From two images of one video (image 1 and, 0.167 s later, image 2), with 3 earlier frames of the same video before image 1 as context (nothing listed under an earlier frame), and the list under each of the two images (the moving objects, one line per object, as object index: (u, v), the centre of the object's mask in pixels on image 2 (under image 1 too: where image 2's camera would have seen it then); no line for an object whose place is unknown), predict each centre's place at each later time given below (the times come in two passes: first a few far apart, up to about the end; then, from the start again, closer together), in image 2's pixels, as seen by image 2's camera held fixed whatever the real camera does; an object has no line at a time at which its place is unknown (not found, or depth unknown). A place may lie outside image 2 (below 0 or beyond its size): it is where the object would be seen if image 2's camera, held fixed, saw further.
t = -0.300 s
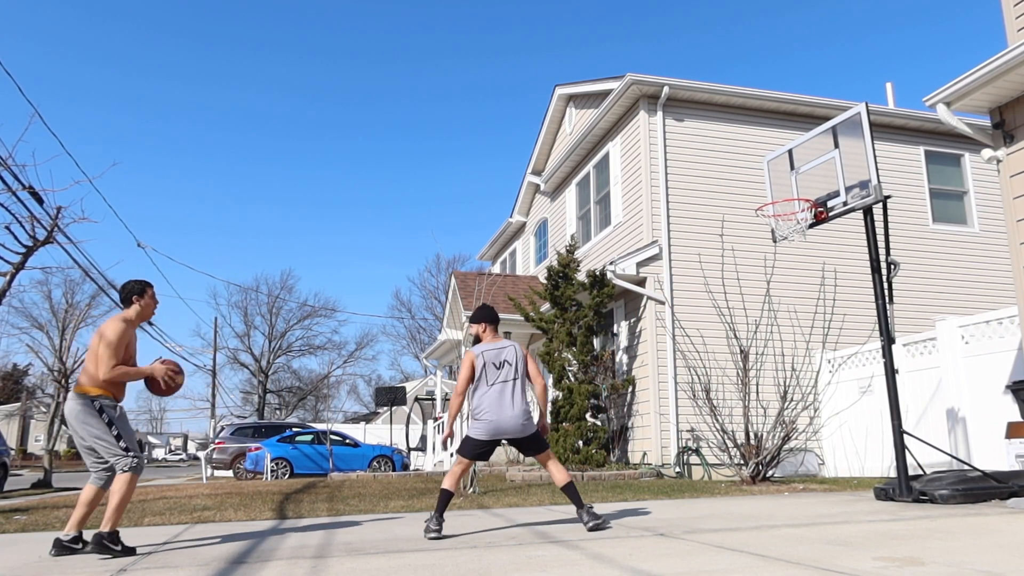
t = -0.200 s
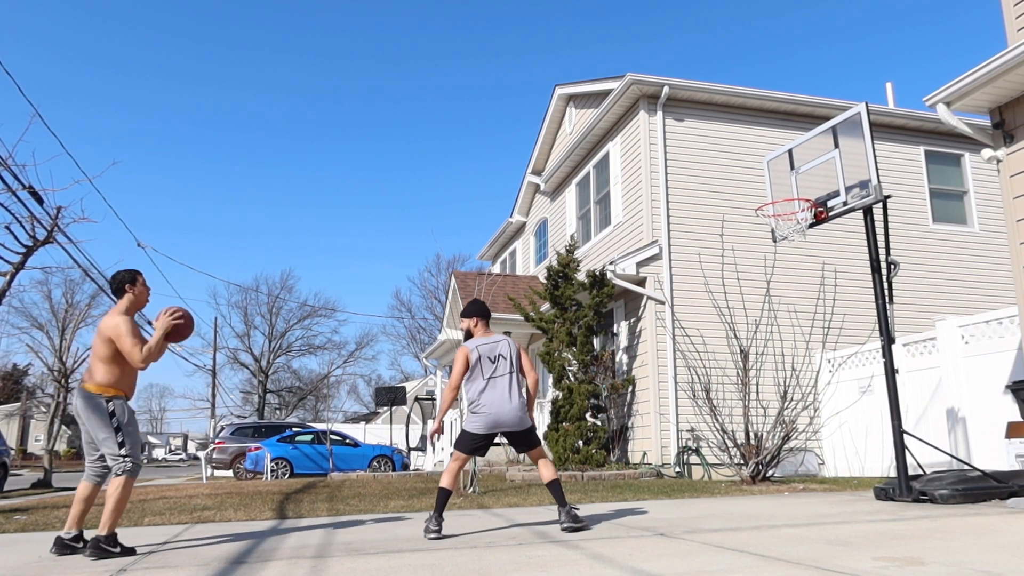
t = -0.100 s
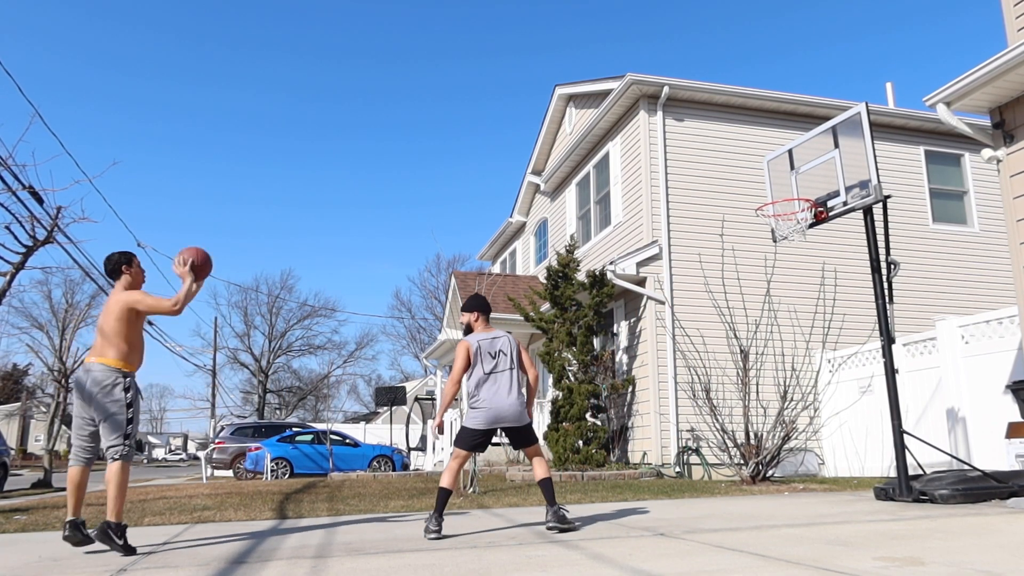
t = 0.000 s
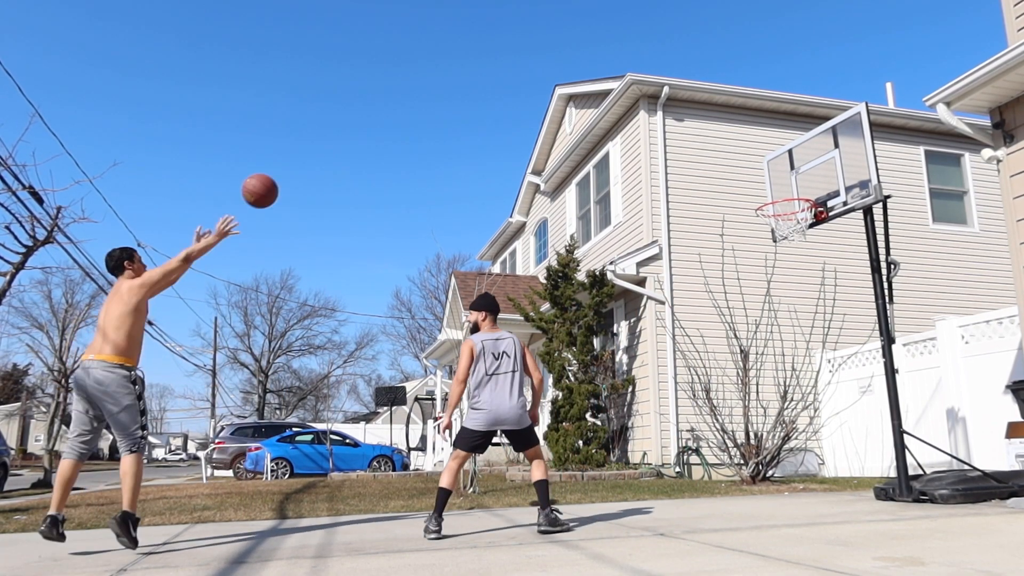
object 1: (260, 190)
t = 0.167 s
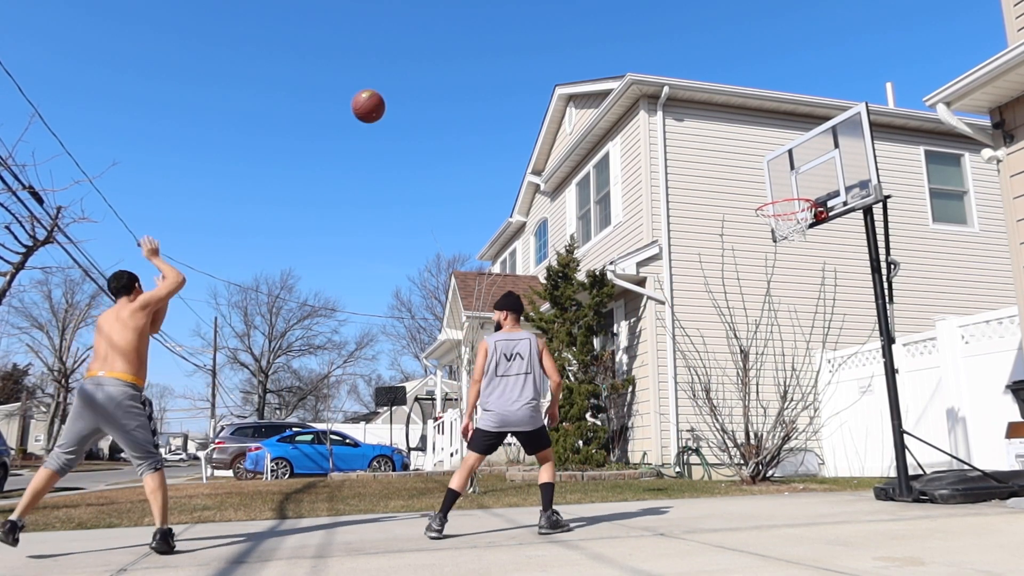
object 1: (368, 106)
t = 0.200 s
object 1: (388, 94)
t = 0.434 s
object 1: (519, 53)
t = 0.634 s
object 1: (620, 68)
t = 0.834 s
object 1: (718, 127)
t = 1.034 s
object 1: (802, 200)
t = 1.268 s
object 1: (888, 280)
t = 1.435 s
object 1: (981, 421)
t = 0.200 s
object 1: (388, 94)
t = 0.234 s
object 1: (408, 84)
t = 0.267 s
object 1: (427, 75)
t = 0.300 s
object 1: (446, 68)
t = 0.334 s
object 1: (464, 63)
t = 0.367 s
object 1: (483, 58)
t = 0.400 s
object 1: (501, 55)
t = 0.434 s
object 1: (519, 53)
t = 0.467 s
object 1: (536, 53)
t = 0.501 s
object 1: (553, 54)
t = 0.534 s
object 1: (570, 56)
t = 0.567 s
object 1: (587, 59)
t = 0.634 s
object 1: (620, 68)
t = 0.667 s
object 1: (637, 76)
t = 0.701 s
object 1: (653, 84)
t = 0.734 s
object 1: (669, 93)
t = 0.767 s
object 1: (685, 103)
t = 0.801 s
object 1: (702, 115)
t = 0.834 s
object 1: (718, 127)
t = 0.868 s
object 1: (734, 142)
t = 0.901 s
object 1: (751, 157)
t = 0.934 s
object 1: (767, 174)
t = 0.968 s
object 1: (783, 191)
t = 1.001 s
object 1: (792, 196)
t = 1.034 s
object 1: (802, 200)
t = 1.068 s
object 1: (812, 206)
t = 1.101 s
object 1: (823, 213)
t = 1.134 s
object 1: (834, 222)
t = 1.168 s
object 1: (846, 234)
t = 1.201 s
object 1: (860, 247)
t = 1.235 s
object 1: (874, 263)
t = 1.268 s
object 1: (888, 280)
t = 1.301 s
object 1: (904, 301)
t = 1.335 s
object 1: (921, 325)
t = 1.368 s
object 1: (939, 353)
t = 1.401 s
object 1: (960, 384)
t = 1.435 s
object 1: (981, 421)
